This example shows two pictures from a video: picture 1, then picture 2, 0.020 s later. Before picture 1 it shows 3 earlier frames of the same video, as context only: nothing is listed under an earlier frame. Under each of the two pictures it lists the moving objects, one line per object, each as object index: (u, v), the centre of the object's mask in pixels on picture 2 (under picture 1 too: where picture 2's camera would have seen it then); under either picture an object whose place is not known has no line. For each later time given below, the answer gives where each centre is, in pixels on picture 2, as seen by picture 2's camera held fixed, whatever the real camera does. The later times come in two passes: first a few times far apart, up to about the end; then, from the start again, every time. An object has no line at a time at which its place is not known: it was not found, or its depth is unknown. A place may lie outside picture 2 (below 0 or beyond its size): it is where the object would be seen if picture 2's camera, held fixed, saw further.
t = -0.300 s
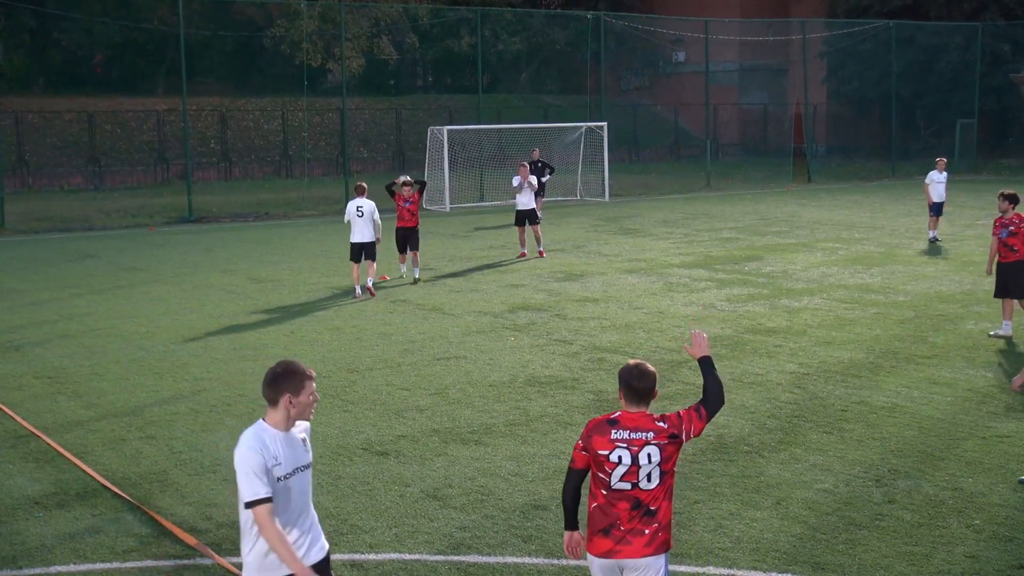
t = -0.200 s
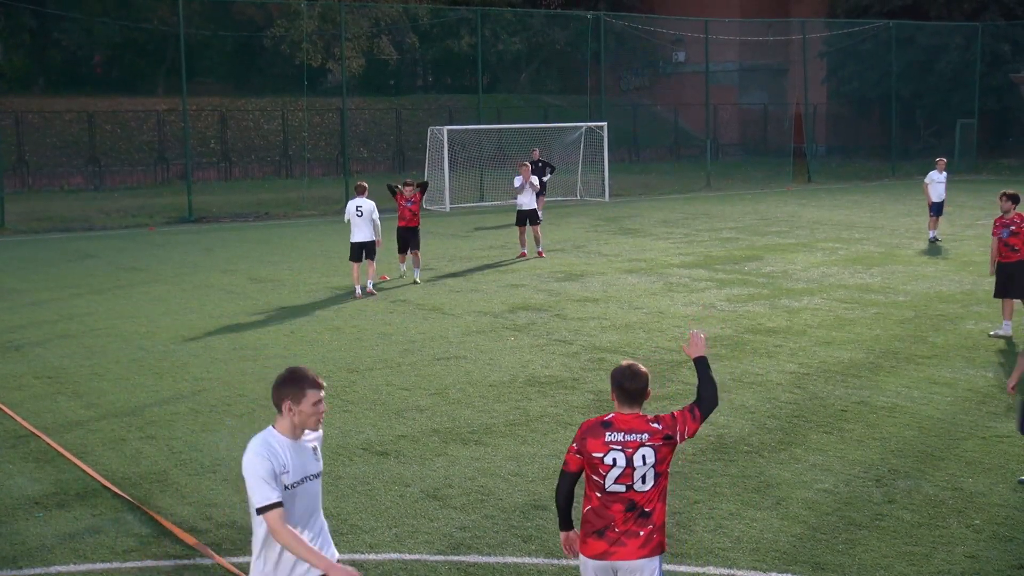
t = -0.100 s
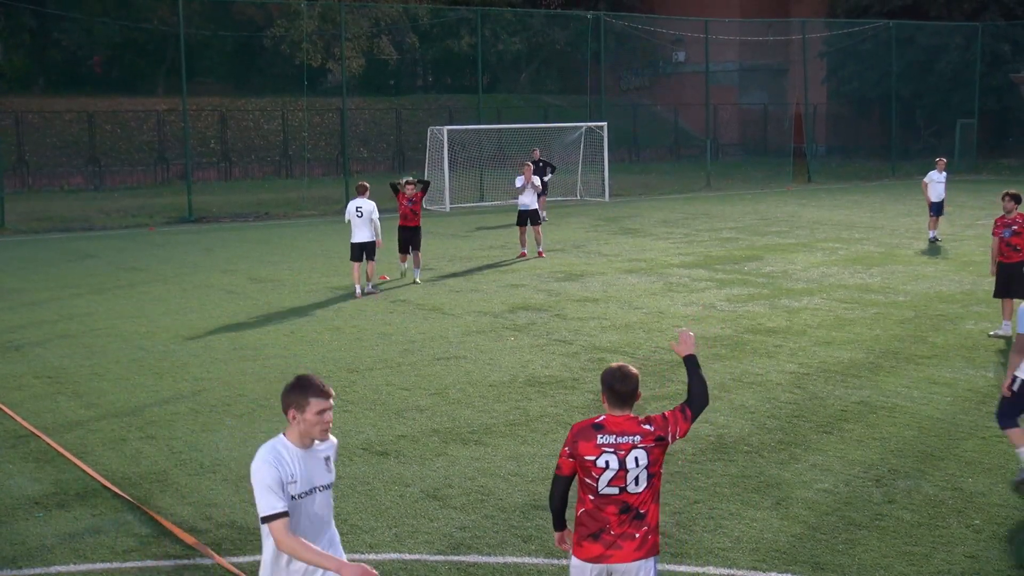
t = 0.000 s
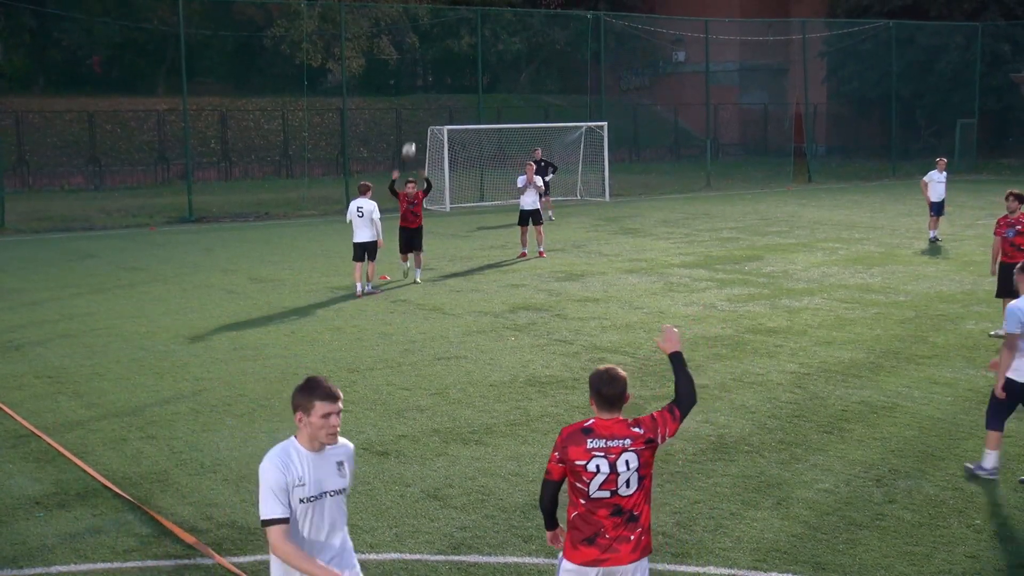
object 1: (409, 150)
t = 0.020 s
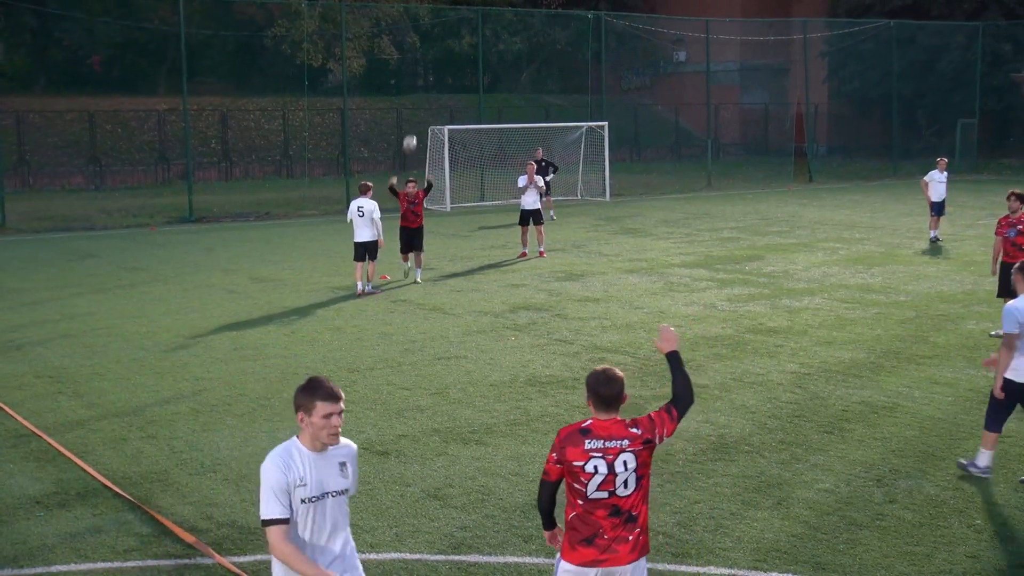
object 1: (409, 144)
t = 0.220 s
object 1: (416, 86)
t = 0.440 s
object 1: (423, 44)
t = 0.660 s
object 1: (431, 33)
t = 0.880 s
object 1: (440, 65)
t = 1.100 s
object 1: (451, 151)
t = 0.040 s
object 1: (410, 137)
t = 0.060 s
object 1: (411, 130)
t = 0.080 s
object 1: (412, 124)
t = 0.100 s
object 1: (412, 118)
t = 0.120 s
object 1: (413, 112)
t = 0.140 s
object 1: (414, 107)
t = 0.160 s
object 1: (415, 101)
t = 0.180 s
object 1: (415, 95)
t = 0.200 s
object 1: (416, 90)
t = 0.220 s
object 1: (416, 86)
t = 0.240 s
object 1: (417, 81)
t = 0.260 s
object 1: (418, 76)
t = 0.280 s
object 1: (418, 72)
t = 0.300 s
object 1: (419, 68)
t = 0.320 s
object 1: (420, 63)
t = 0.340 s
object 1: (420, 60)
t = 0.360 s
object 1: (421, 56)
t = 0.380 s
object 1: (422, 53)
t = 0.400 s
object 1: (422, 49)
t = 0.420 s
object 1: (423, 47)
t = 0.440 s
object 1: (423, 44)
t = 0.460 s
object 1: (424, 42)
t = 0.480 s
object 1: (425, 40)
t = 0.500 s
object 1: (425, 38)
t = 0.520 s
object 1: (426, 36)
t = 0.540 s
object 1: (427, 35)
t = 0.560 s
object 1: (428, 34)
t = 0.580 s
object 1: (428, 33)
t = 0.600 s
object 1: (429, 33)
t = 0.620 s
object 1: (430, 33)
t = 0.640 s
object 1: (430, 33)
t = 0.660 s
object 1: (431, 33)
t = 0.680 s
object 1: (432, 34)
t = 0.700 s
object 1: (433, 36)
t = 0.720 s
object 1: (433, 37)
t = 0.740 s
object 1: (434, 39)
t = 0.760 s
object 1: (435, 42)
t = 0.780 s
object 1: (436, 45)
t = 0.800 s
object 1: (437, 48)
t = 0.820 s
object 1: (438, 52)
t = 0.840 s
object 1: (439, 56)
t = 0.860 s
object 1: (439, 60)
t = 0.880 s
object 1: (440, 65)
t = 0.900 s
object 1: (441, 70)
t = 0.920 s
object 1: (442, 75)
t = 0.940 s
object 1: (443, 81)
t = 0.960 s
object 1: (444, 87)
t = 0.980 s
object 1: (445, 95)
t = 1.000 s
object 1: (446, 103)
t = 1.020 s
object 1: (447, 111)
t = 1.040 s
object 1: (448, 119)
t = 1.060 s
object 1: (449, 128)
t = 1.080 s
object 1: (451, 140)
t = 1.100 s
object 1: (451, 151)
